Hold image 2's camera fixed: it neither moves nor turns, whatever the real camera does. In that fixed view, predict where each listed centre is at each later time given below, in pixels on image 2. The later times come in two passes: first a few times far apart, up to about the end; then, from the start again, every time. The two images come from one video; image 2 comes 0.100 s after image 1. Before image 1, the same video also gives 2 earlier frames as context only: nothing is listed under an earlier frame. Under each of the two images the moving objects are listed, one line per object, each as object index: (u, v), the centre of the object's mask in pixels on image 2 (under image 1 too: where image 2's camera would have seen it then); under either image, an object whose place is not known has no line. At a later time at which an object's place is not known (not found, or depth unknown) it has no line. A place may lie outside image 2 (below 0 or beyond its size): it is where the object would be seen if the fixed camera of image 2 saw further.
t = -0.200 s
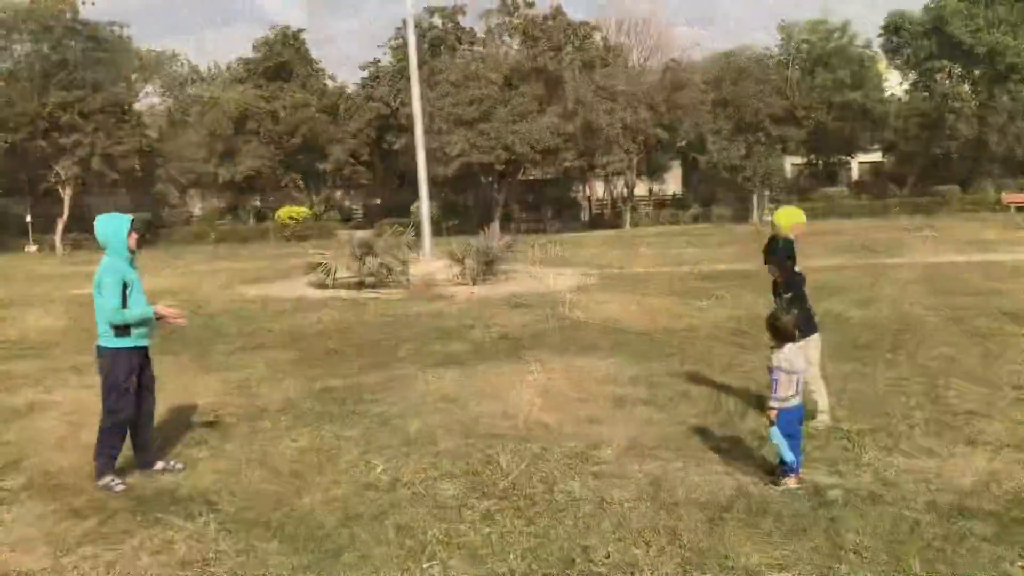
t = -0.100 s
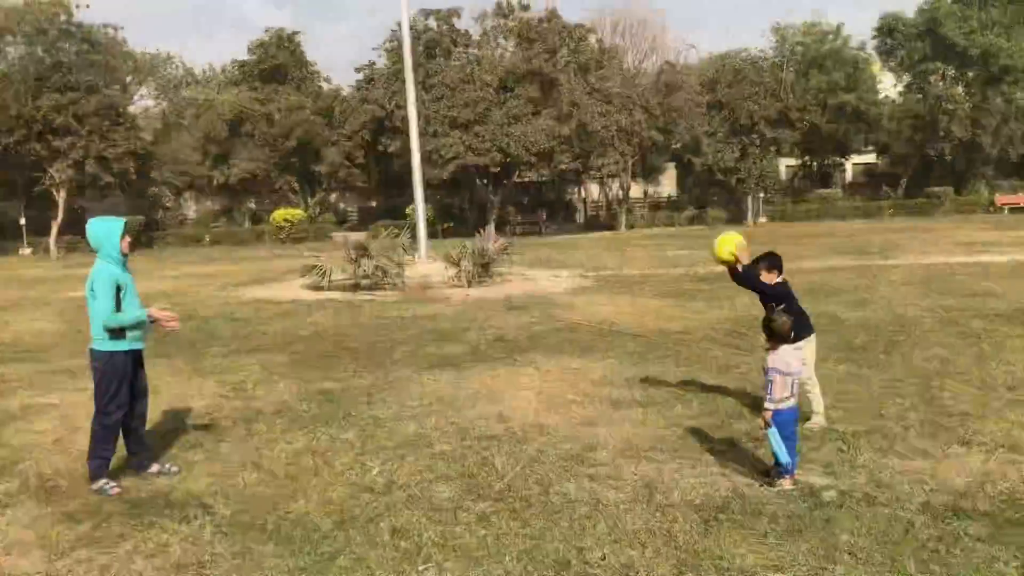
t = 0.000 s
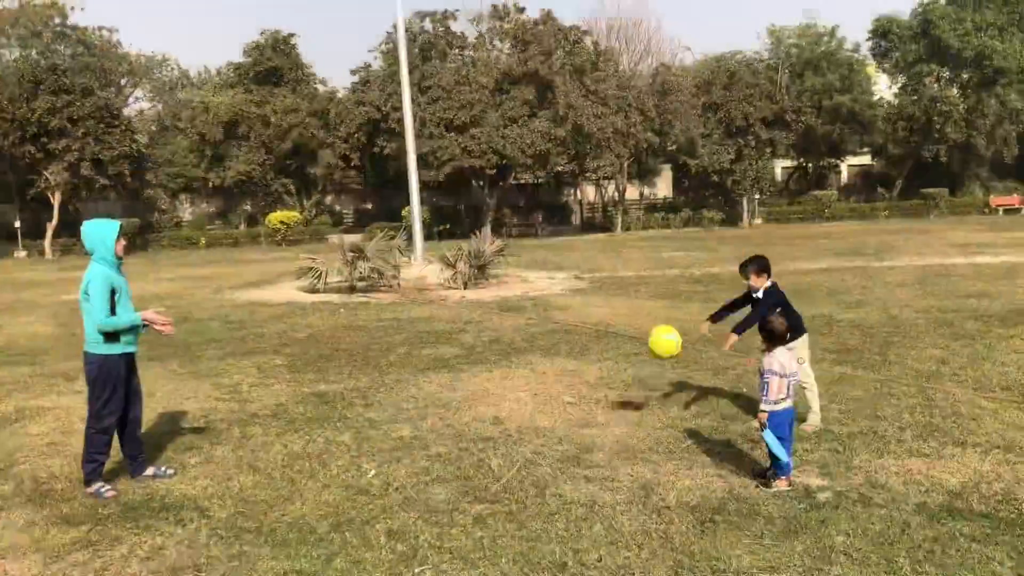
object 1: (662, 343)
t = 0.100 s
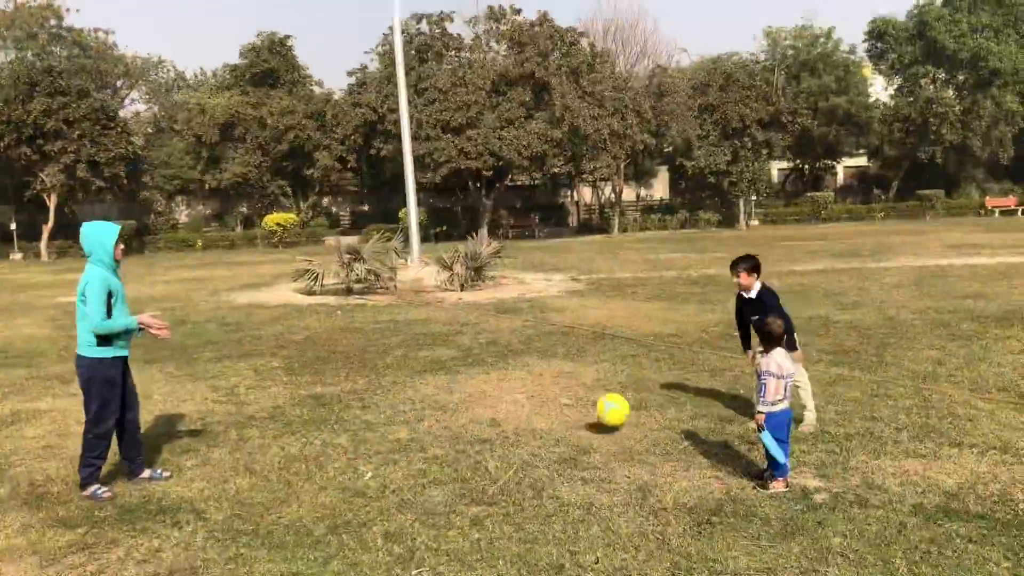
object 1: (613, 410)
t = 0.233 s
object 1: (571, 336)
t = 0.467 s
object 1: (500, 271)
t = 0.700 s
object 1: (436, 291)
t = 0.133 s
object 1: (602, 389)
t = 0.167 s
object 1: (591, 370)
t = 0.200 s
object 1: (581, 353)
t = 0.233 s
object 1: (571, 336)
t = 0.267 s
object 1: (561, 322)
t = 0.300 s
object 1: (550, 310)
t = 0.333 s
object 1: (540, 298)
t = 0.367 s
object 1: (530, 289)
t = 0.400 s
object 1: (520, 282)
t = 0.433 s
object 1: (510, 276)
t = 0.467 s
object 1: (500, 271)
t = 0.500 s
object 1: (491, 269)
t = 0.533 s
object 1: (482, 269)
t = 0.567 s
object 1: (473, 269)
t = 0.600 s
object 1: (463, 272)
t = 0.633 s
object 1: (454, 277)
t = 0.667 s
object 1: (445, 284)
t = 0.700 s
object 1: (436, 291)
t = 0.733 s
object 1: (425, 302)
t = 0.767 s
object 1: (416, 313)
